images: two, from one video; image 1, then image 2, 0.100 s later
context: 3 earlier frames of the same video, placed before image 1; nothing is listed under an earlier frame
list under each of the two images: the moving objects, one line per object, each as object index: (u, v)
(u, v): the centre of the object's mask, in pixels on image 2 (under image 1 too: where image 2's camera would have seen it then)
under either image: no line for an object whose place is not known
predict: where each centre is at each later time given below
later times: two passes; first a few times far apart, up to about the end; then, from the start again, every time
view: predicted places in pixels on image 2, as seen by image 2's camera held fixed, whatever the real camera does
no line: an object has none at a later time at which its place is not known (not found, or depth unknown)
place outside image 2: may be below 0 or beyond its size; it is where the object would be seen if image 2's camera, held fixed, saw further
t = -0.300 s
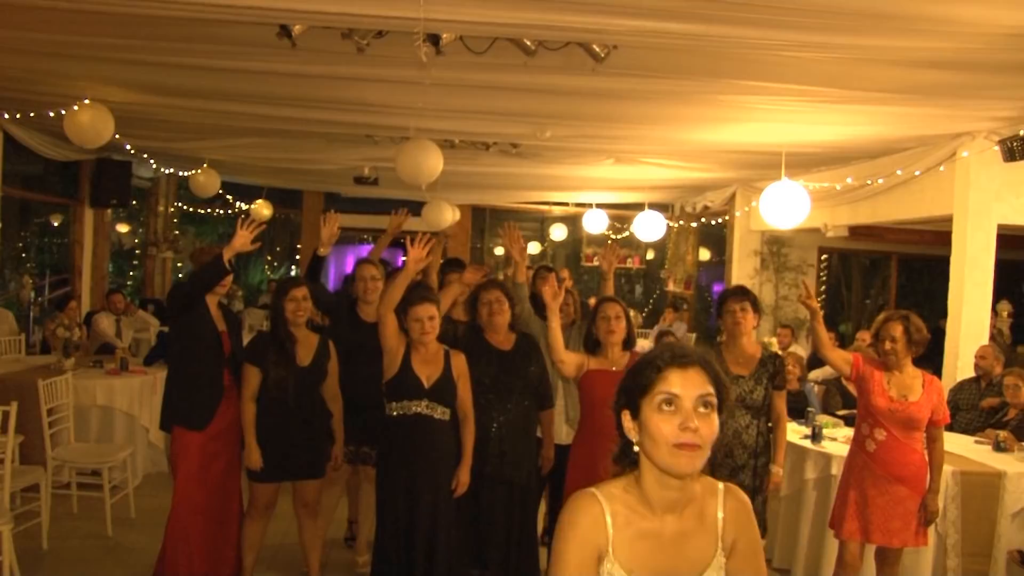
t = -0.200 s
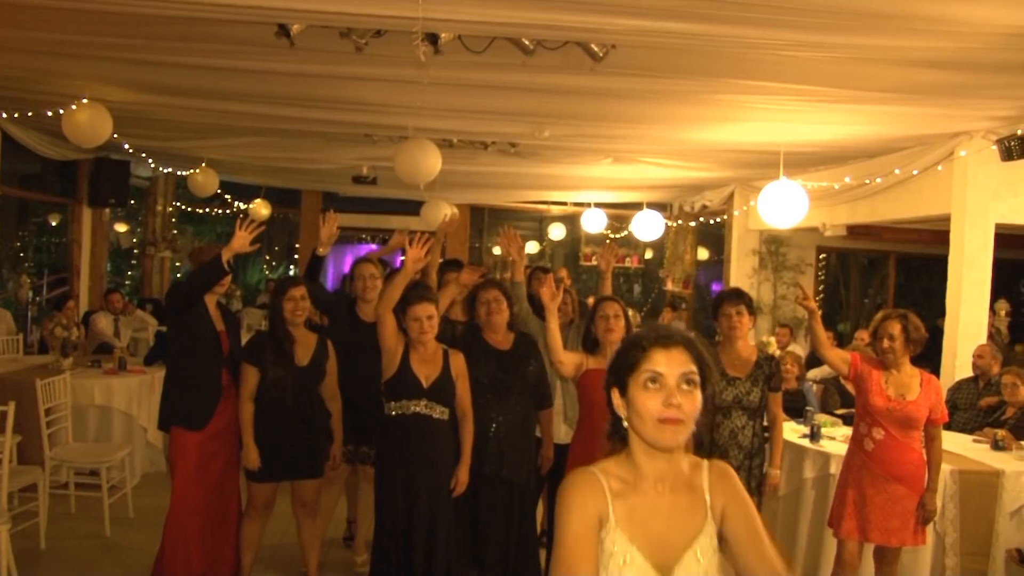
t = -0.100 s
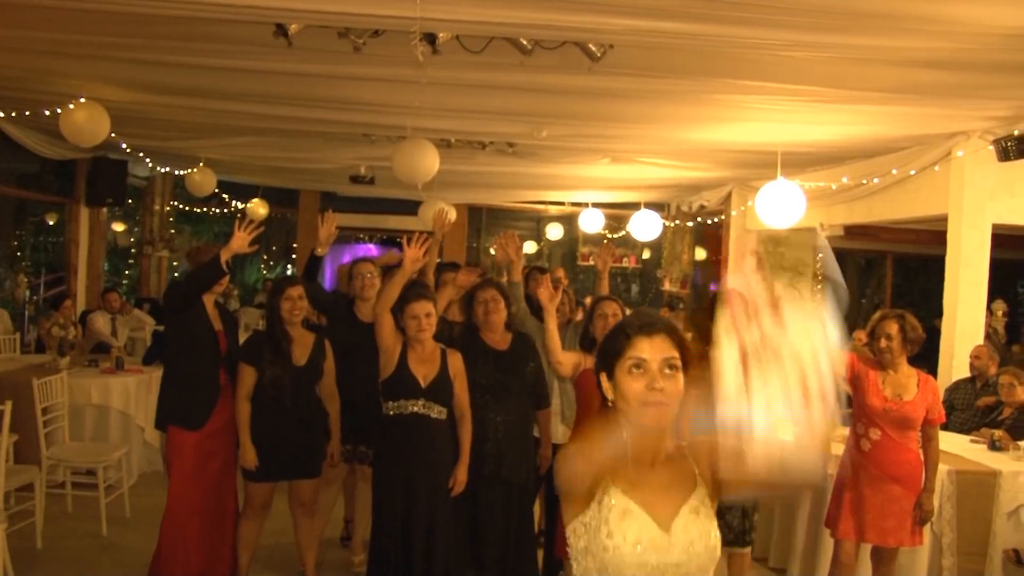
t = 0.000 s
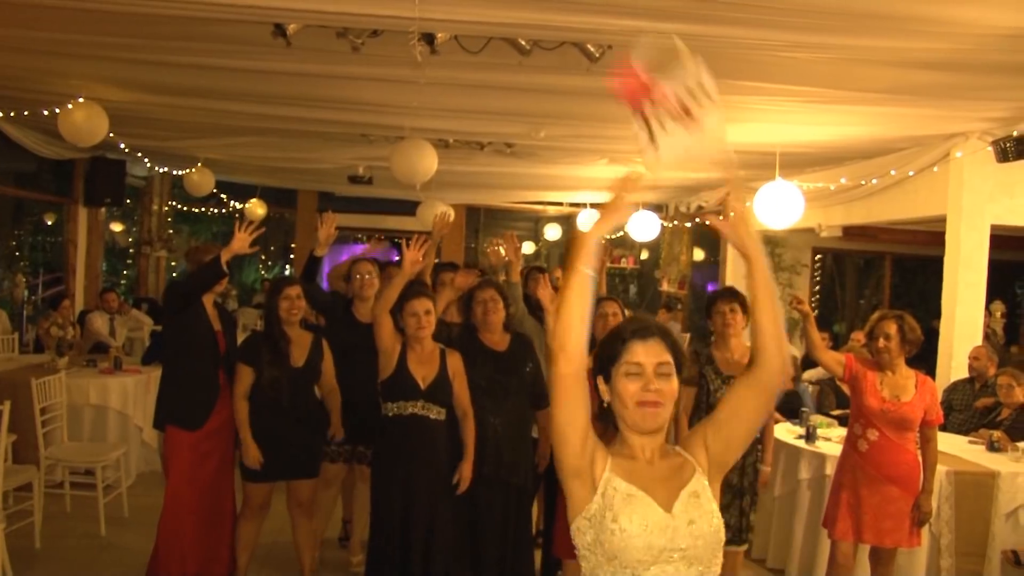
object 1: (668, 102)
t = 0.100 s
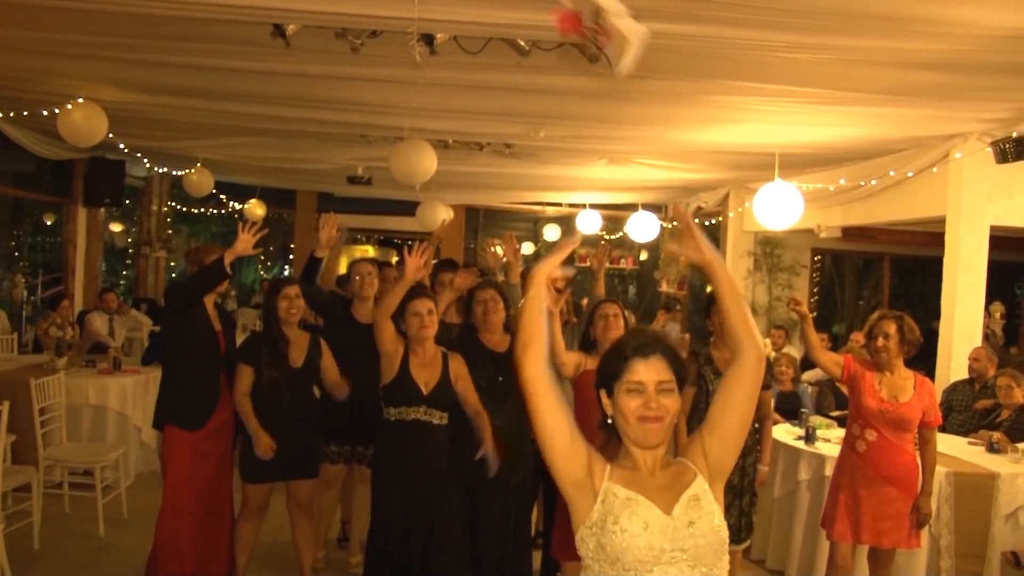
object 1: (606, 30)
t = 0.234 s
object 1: (537, 15)
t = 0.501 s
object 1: (489, 79)
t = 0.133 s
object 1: (588, 19)
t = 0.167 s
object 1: (566, 10)
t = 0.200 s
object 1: (556, 10)
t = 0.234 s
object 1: (537, 15)
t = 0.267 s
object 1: (524, 21)
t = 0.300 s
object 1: (518, 22)
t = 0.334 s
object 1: (512, 28)
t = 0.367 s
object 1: (507, 34)
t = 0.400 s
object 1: (503, 39)
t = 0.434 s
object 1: (503, 56)
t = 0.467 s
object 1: (505, 63)
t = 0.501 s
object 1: (489, 79)
